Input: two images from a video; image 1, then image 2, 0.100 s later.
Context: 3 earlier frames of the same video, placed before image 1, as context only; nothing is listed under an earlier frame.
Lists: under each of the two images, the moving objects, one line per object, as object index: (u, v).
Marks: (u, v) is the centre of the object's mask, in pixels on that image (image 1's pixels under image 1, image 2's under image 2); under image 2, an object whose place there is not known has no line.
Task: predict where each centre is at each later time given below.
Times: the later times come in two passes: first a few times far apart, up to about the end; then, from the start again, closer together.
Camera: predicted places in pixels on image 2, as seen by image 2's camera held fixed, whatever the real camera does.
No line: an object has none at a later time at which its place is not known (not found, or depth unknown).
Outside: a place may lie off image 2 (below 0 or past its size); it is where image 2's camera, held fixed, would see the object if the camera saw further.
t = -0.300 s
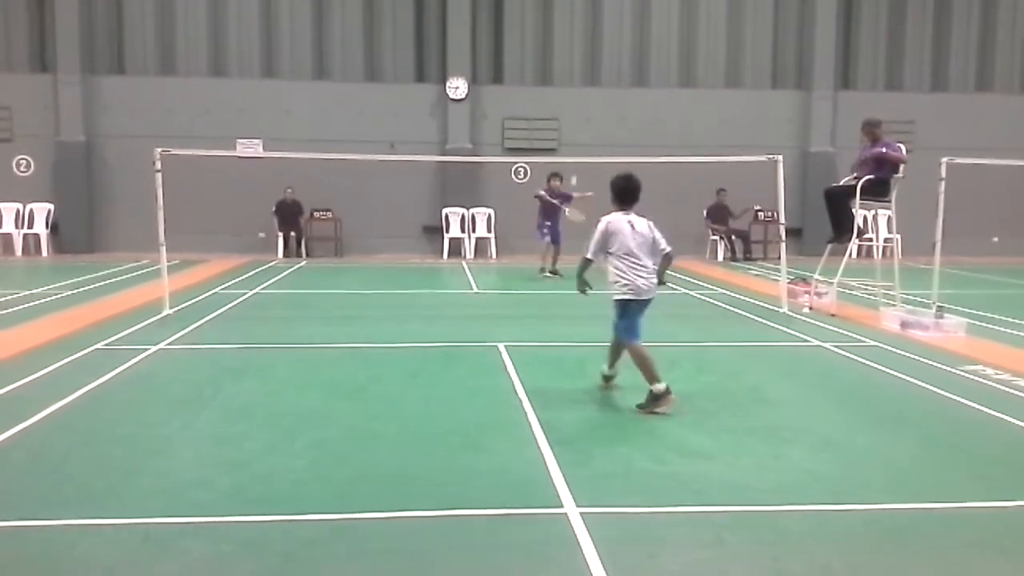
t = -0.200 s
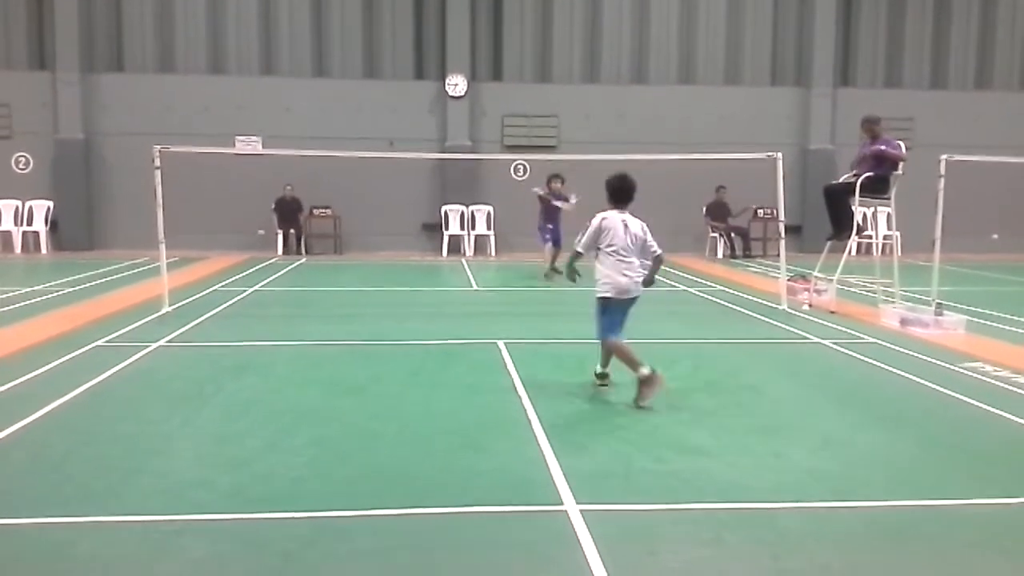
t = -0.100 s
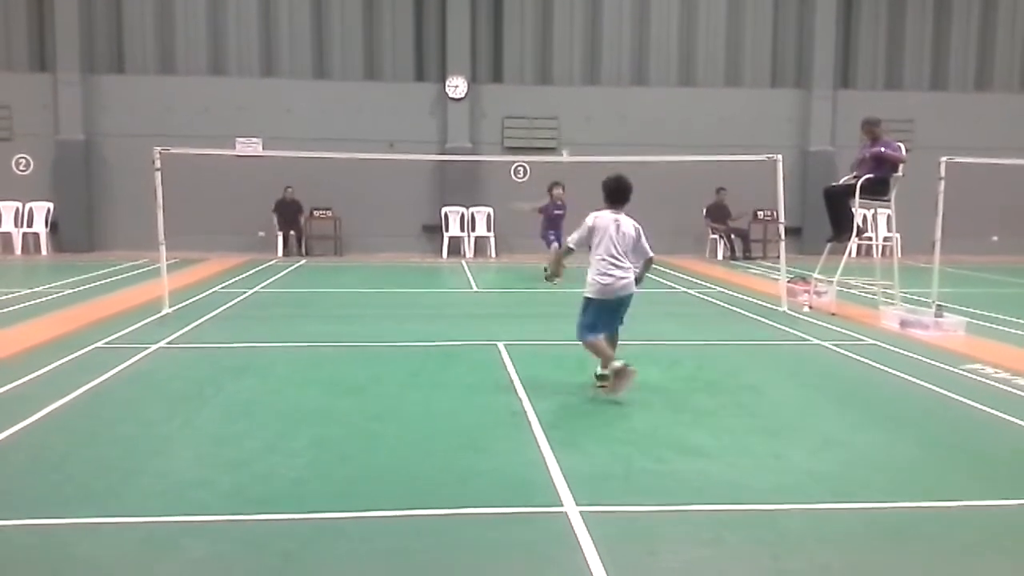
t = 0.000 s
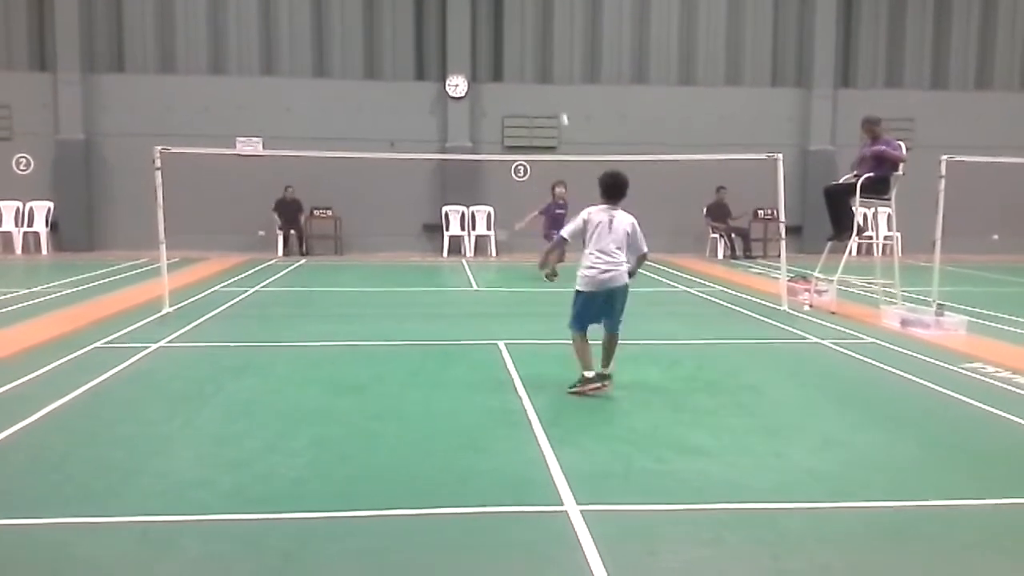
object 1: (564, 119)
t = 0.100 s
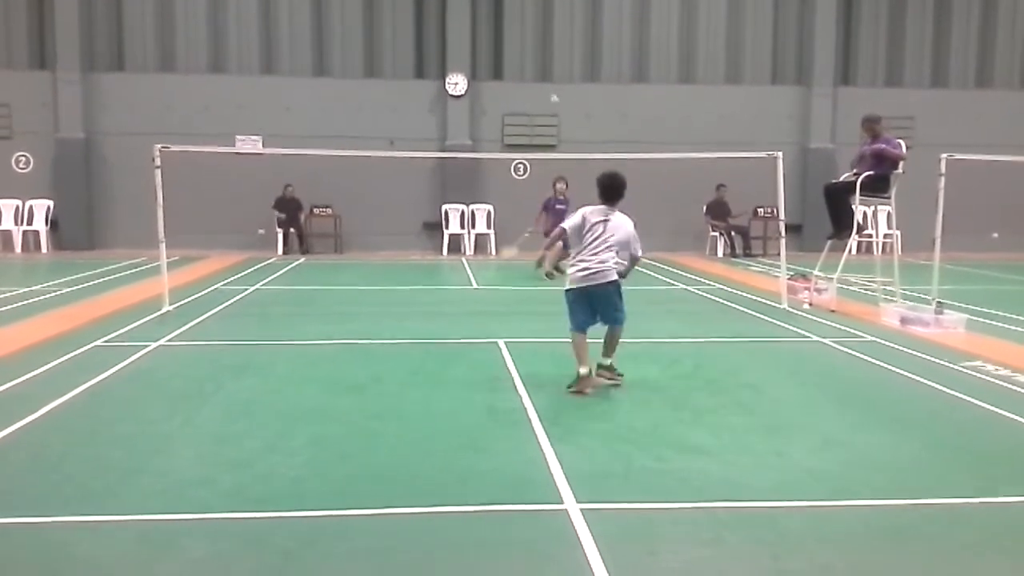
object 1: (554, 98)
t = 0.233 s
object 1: (544, 85)
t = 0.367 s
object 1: (537, 86)
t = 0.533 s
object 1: (522, 112)
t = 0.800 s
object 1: (507, 207)
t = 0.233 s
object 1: (544, 85)
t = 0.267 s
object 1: (543, 86)
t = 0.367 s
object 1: (537, 86)
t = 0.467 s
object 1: (529, 98)
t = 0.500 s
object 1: (526, 104)
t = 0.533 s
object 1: (522, 112)
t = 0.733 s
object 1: (508, 178)
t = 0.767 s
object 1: (507, 190)
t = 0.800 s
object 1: (507, 207)
